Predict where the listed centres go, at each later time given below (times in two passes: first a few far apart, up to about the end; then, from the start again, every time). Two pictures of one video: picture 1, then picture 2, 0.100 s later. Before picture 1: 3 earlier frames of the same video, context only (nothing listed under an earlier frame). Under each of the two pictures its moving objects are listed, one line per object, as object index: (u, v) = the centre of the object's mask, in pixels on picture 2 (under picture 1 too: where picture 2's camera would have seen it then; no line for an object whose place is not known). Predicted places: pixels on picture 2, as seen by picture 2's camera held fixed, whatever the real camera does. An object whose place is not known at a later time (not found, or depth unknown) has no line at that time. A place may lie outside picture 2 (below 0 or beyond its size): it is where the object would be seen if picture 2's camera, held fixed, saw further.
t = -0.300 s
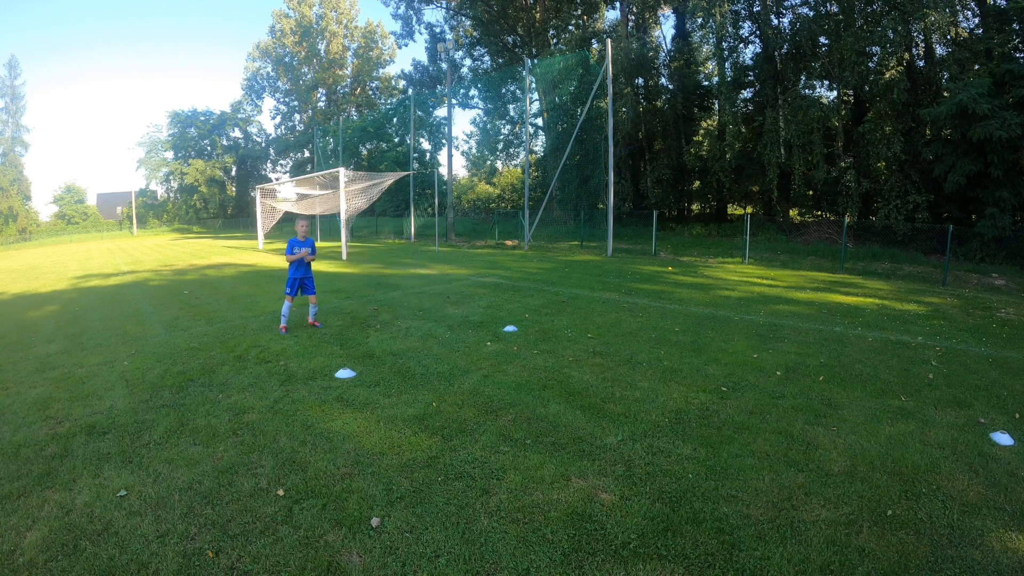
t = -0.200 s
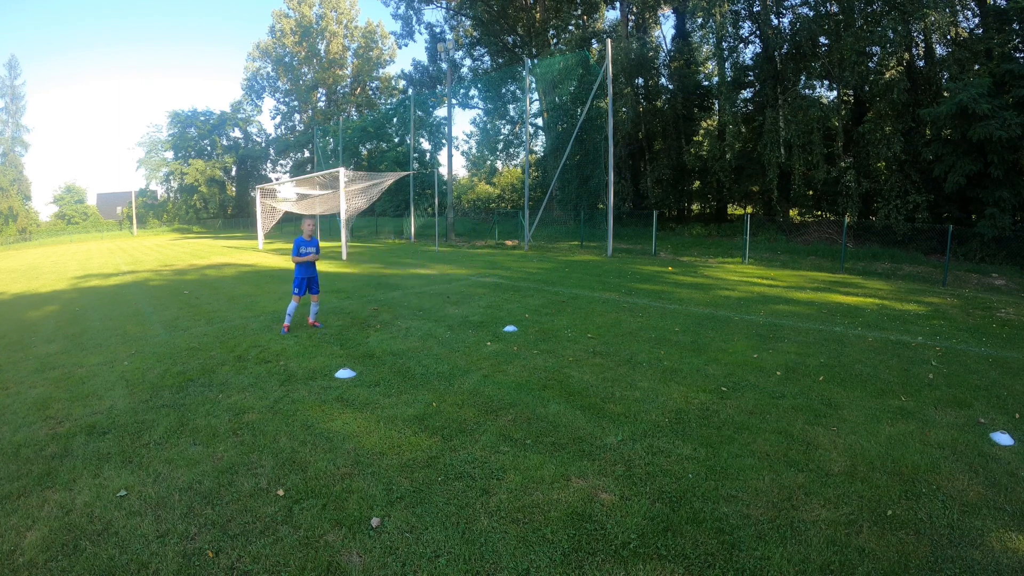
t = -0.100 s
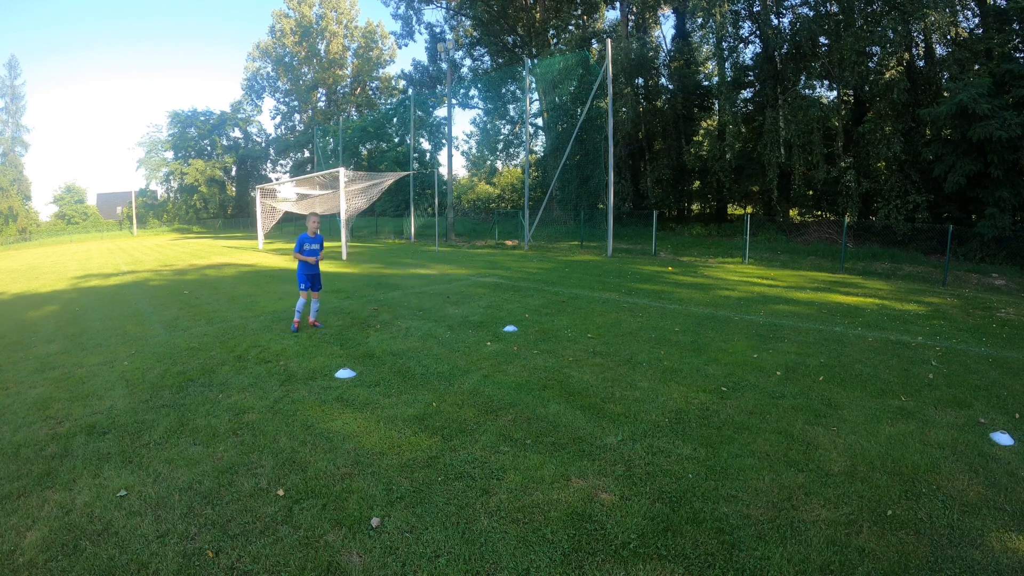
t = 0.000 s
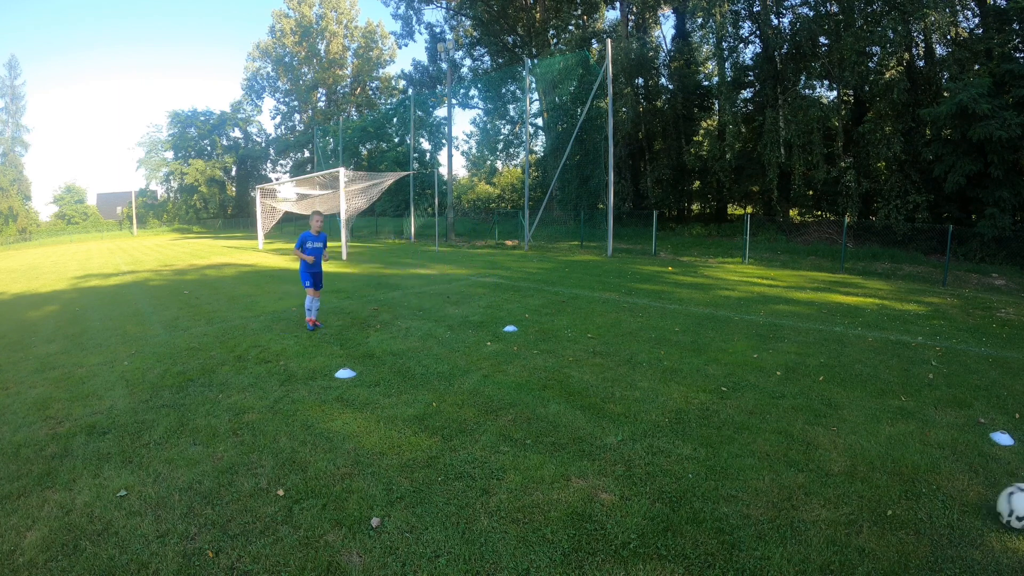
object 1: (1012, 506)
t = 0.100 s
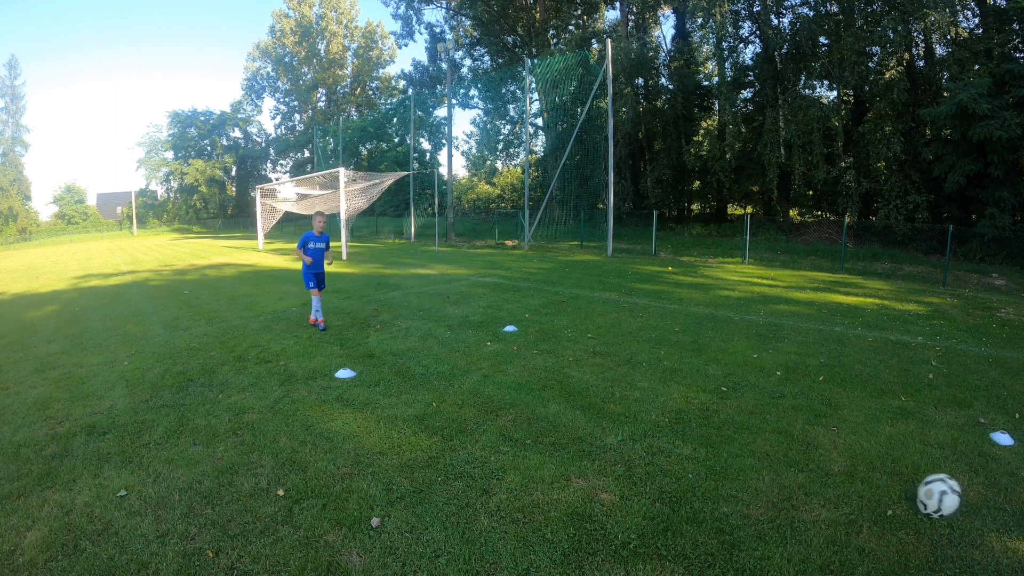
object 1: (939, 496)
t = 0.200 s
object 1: (862, 478)
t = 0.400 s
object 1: (717, 446)
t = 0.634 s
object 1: (585, 412)
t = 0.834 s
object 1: (504, 388)
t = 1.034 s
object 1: (445, 370)
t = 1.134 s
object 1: (422, 361)
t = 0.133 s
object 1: (913, 490)
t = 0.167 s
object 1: (888, 484)
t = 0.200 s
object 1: (862, 478)
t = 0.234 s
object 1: (836, 473)
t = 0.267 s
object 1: (810, 469)
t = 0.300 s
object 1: (785, 465)
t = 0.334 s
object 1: (761, 459)
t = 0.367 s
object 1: (739, 453)
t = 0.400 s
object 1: (717, 446)
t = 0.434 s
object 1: (695, 441)
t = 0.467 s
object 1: (674, 437)
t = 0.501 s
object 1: (654, 433)
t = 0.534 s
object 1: (636, 427)
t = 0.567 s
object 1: (618, 422)
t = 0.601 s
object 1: (602, 417)
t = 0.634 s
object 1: (585, 412)
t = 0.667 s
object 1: (570, 409)
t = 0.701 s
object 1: (555, 405)
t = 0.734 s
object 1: (541, 399)
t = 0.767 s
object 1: (529, 395)
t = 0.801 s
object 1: (516, 391)
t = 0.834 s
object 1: (504, 388)
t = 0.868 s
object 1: (492, 385)
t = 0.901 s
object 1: (482, 381)
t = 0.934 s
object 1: (472, 378)
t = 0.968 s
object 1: (463, 374)
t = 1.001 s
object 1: (454, 372)
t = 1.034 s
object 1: (445, 370)
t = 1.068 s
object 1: (437, 367)
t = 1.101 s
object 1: (429, 364)
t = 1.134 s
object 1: (422, 361)
